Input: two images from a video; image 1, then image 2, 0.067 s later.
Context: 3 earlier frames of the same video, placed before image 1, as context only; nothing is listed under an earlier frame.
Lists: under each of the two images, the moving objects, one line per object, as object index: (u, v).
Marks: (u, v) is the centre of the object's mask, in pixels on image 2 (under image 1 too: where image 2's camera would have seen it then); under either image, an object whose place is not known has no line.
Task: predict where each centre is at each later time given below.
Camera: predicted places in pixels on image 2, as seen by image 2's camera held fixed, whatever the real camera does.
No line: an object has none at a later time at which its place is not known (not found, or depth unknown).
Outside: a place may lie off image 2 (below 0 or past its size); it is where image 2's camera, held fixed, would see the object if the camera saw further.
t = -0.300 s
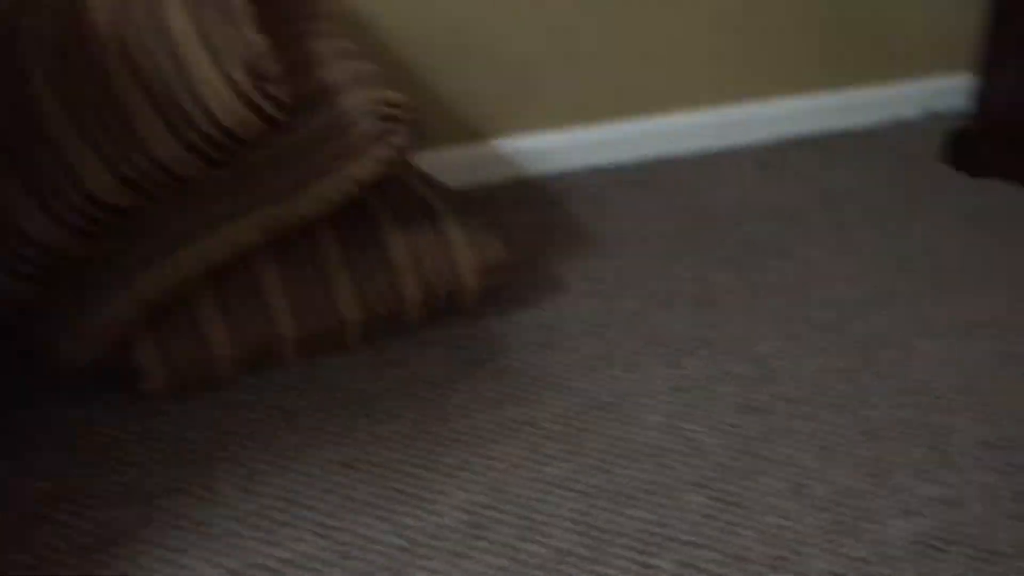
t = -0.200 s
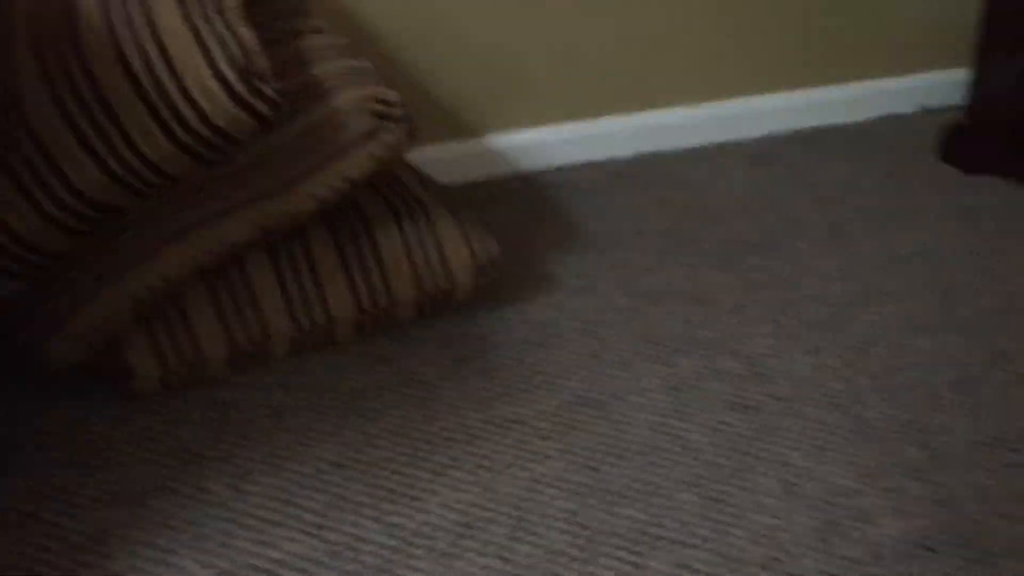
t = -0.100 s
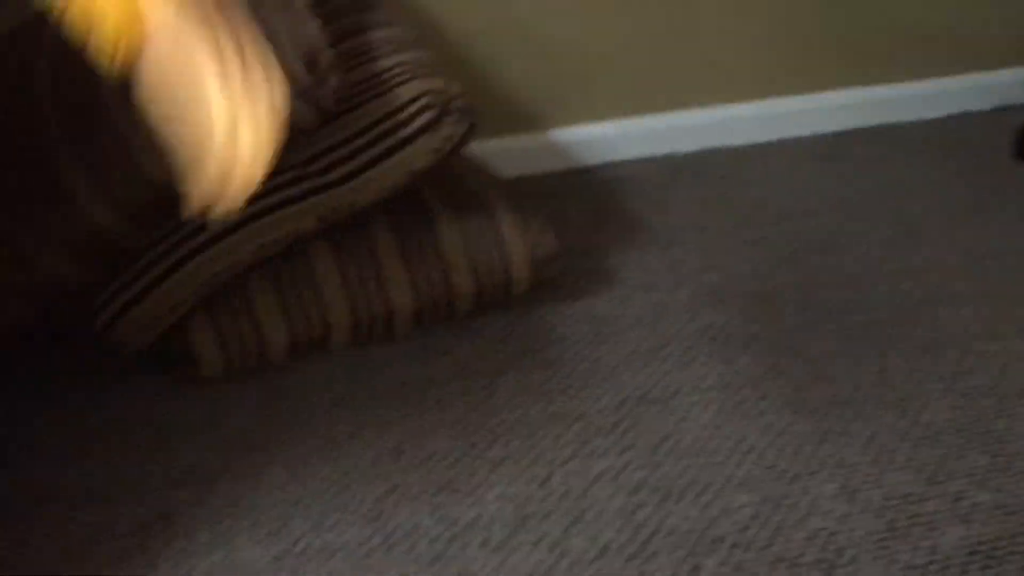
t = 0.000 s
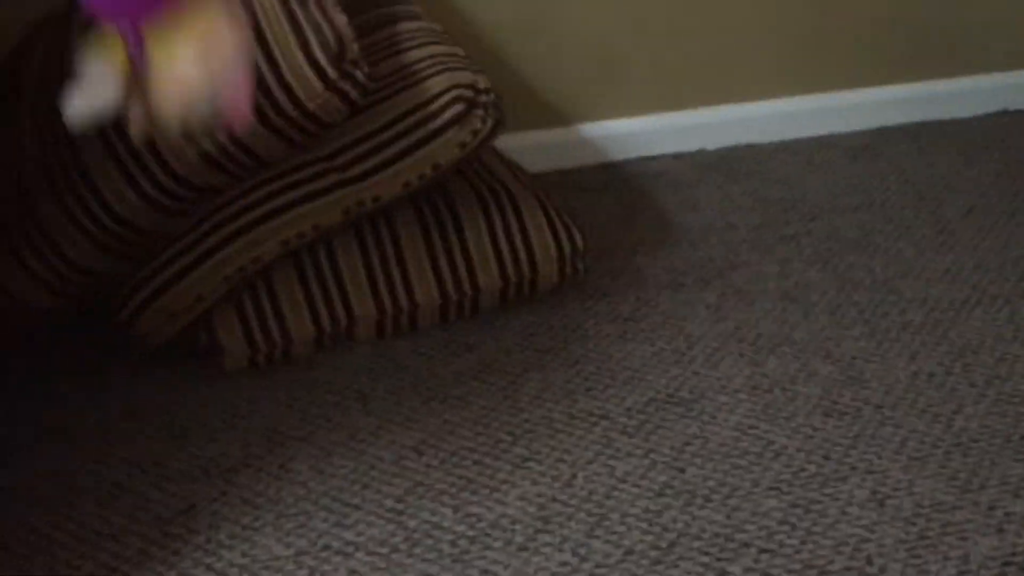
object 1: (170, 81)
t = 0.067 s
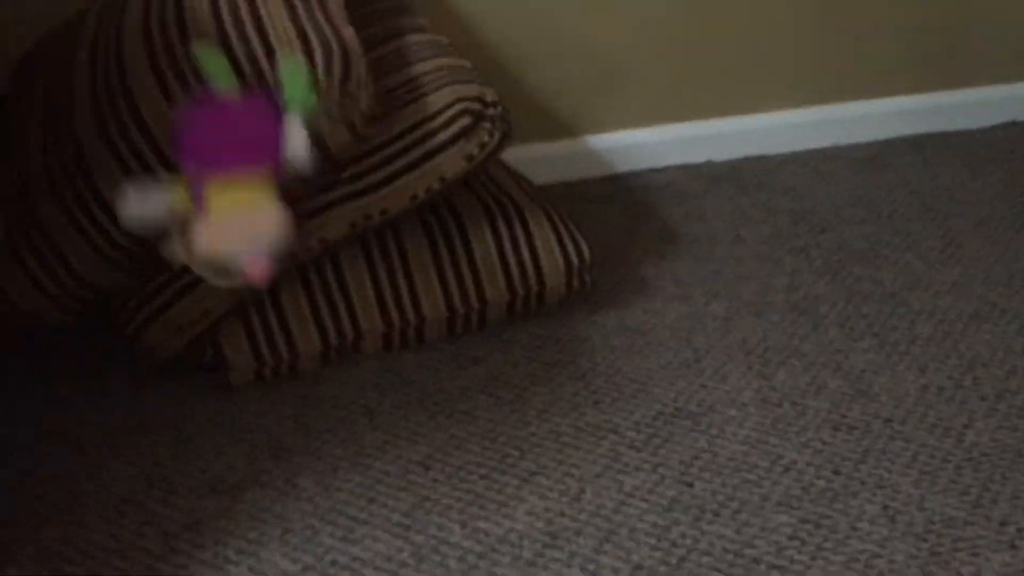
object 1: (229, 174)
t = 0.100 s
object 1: (242, 204)
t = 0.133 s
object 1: (248, 225)
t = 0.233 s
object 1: (277, 362)
